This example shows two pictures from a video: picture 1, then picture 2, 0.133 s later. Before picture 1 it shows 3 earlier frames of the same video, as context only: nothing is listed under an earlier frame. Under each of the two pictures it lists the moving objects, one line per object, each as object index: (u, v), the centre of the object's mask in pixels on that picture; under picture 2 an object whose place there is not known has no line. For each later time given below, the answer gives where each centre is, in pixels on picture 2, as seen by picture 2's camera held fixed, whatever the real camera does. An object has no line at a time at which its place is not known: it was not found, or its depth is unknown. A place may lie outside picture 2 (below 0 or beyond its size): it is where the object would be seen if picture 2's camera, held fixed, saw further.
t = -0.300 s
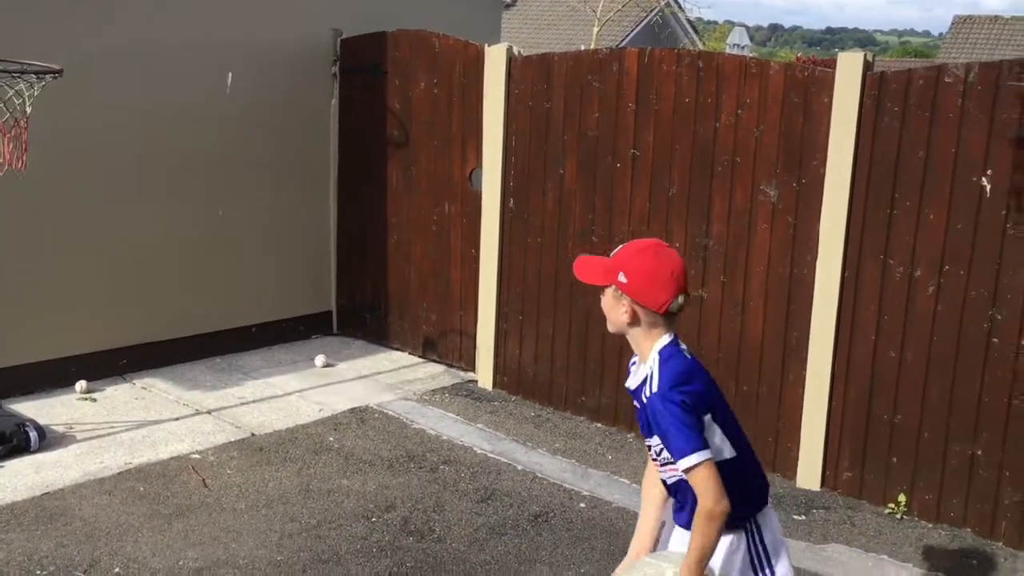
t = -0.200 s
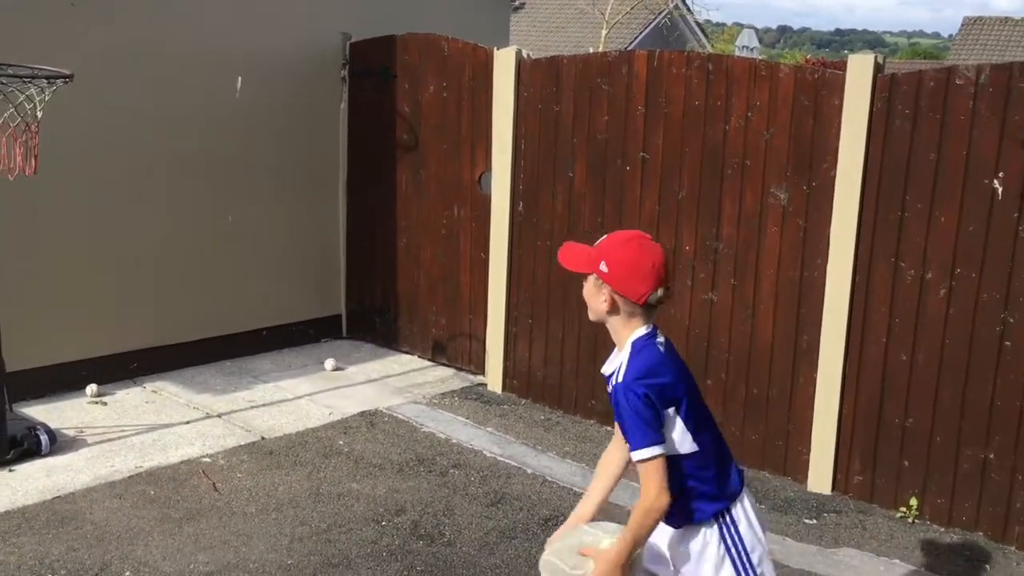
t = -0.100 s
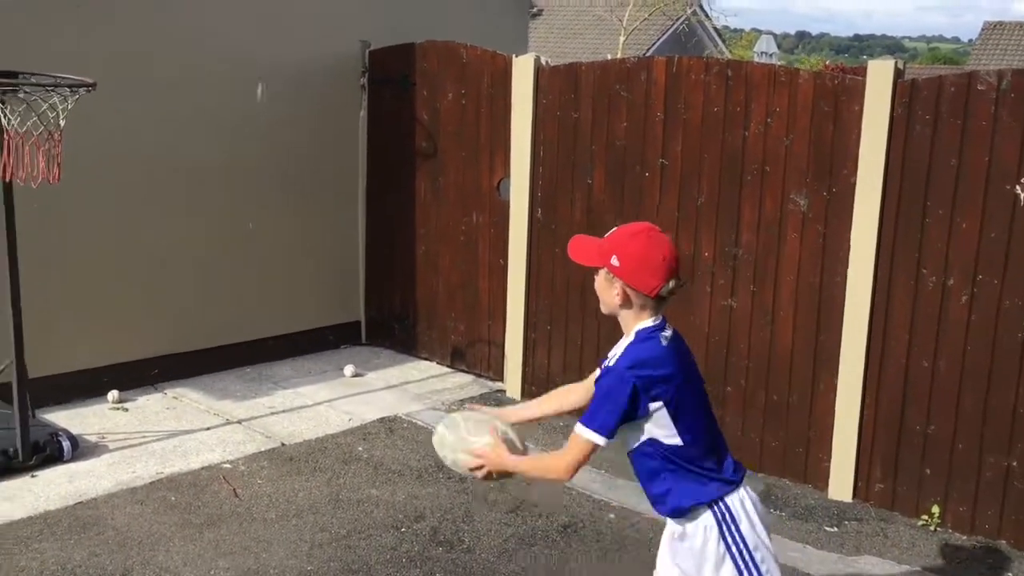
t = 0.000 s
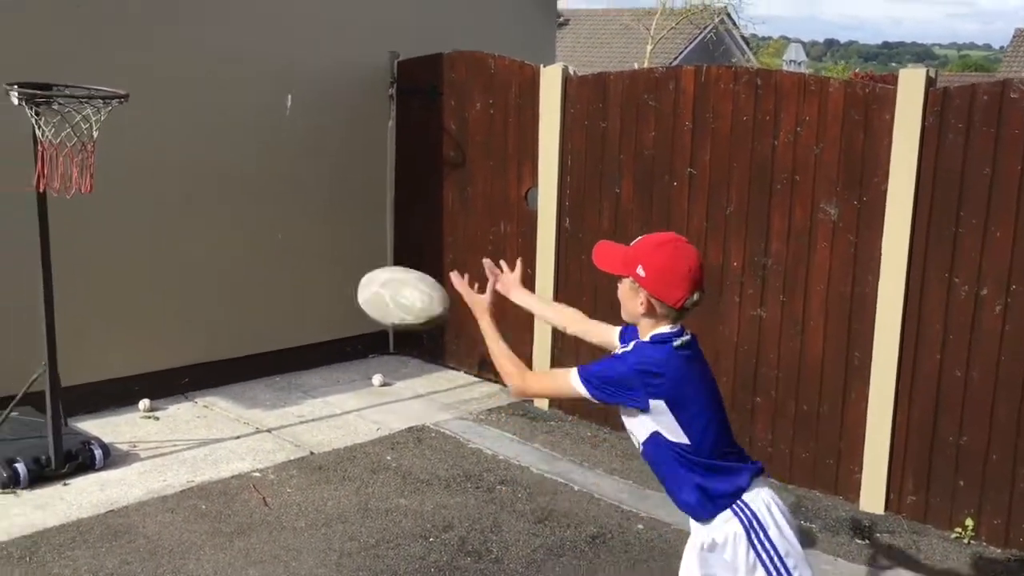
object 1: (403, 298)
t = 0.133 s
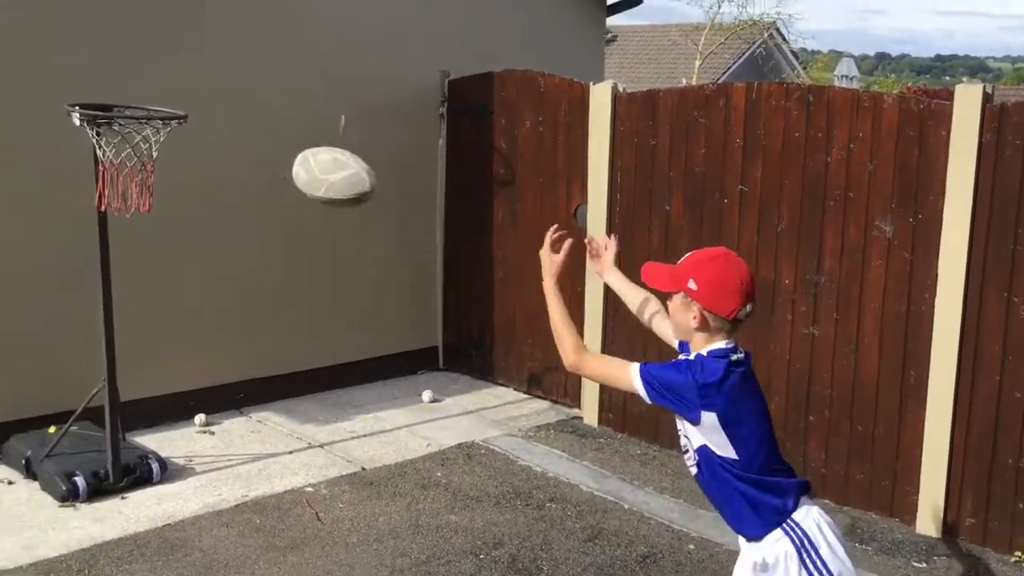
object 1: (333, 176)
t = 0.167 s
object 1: (307, 154)
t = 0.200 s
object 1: (281, 135)
